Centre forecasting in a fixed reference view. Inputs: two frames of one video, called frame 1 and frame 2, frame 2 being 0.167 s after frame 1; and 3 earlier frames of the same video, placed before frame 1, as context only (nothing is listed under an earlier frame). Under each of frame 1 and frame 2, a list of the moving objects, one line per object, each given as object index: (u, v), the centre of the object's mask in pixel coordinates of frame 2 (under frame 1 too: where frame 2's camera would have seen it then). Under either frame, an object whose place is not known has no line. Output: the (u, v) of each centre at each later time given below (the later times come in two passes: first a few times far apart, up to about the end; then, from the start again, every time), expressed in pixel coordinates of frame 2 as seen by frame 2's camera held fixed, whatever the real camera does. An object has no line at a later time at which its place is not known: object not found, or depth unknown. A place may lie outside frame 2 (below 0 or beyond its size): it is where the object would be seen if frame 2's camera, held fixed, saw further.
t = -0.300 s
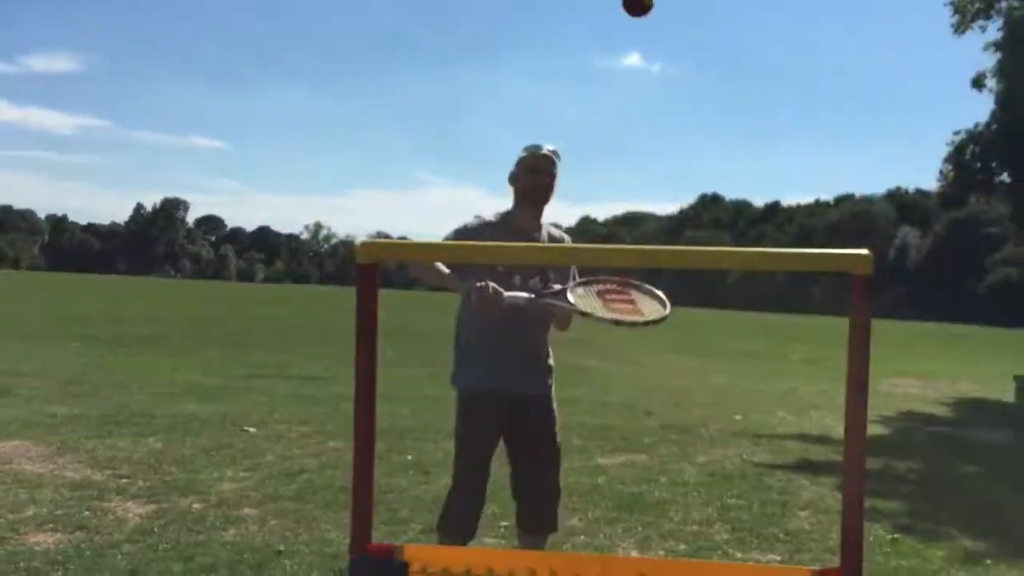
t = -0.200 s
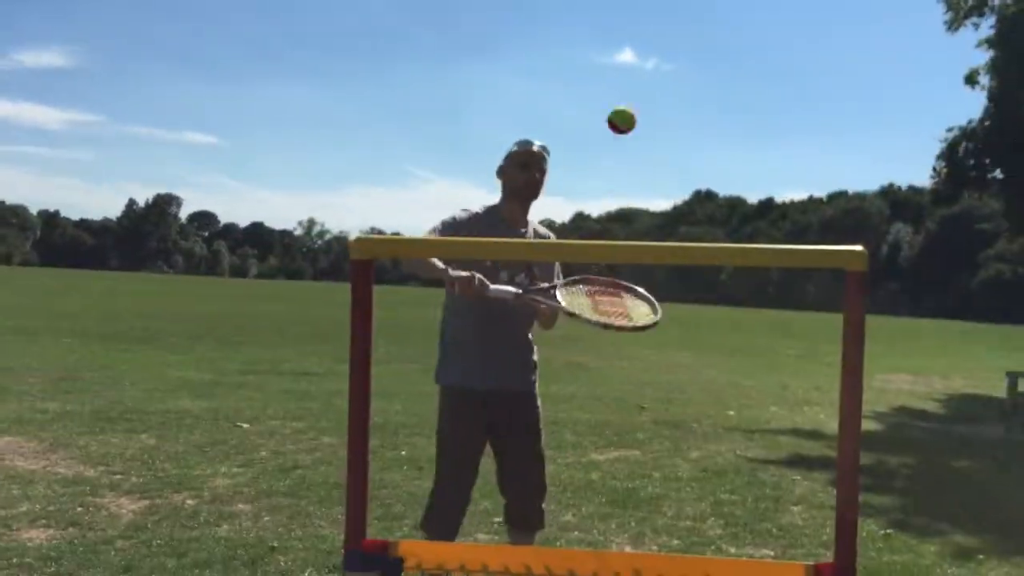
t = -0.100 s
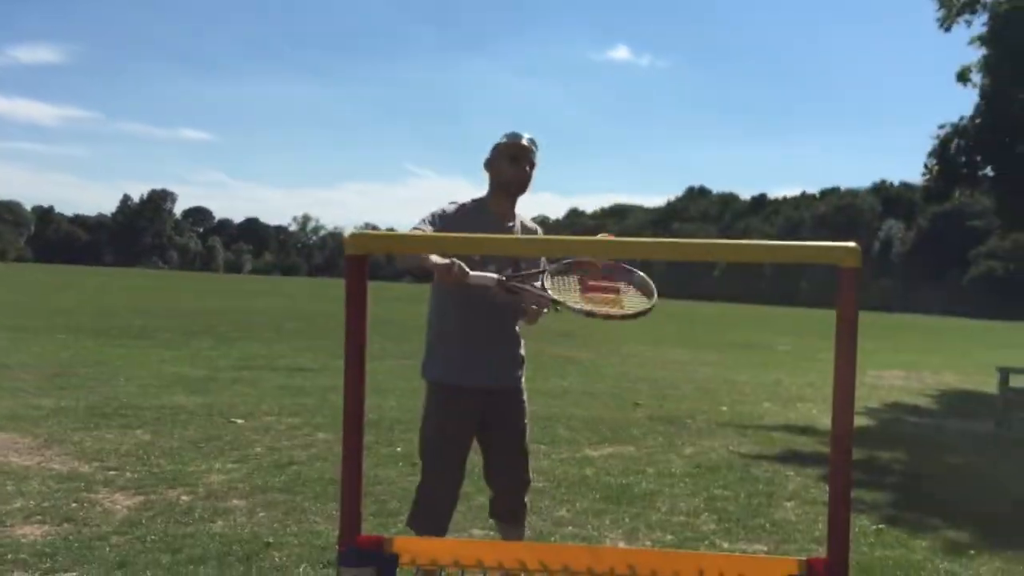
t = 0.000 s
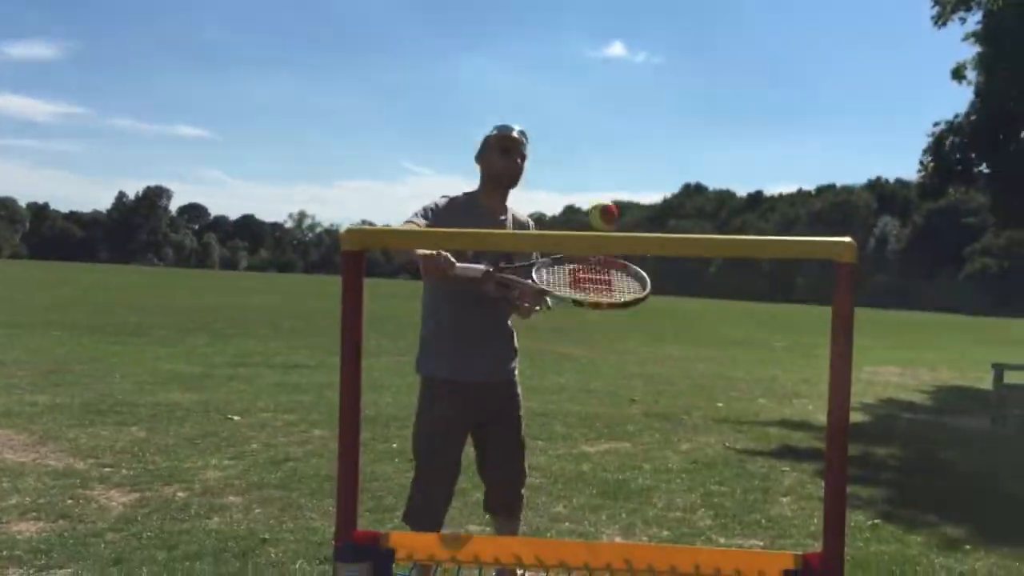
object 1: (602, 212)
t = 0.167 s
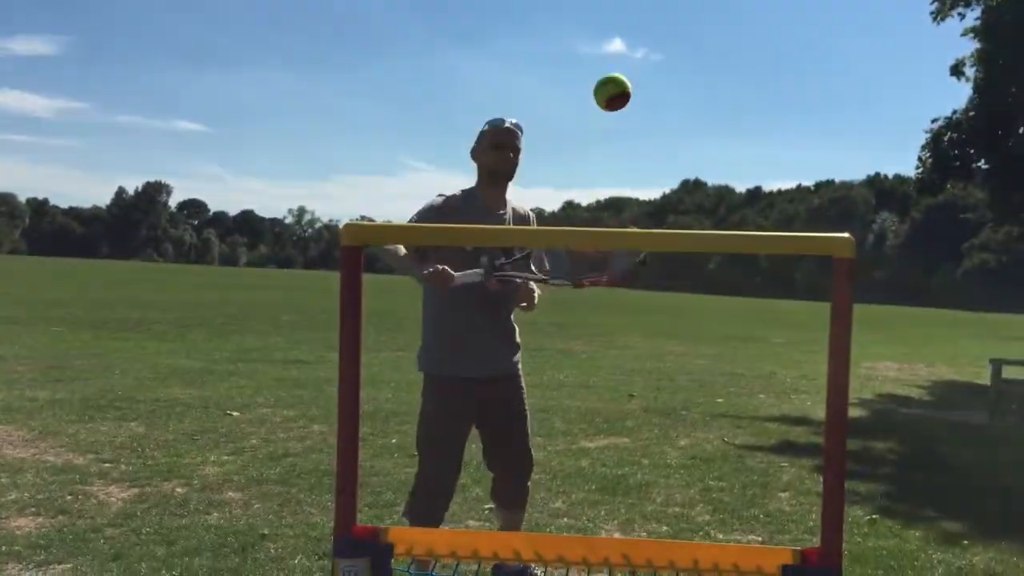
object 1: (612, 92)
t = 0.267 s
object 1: (617, 63)
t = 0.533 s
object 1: (614, 406)
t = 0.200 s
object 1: (614, 78)
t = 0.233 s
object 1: (616, 68)
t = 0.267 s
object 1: (617, 63)
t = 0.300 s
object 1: (618, 65)
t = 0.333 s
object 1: (618, 72)
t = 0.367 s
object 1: (619, 88)
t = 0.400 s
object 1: (619, 115)
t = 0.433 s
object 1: (618, 156)
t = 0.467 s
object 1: (619, 212)
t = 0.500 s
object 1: (617, 296)
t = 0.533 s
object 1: (614, 406)
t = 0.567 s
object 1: (611, 549)
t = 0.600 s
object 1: (596, 535)
